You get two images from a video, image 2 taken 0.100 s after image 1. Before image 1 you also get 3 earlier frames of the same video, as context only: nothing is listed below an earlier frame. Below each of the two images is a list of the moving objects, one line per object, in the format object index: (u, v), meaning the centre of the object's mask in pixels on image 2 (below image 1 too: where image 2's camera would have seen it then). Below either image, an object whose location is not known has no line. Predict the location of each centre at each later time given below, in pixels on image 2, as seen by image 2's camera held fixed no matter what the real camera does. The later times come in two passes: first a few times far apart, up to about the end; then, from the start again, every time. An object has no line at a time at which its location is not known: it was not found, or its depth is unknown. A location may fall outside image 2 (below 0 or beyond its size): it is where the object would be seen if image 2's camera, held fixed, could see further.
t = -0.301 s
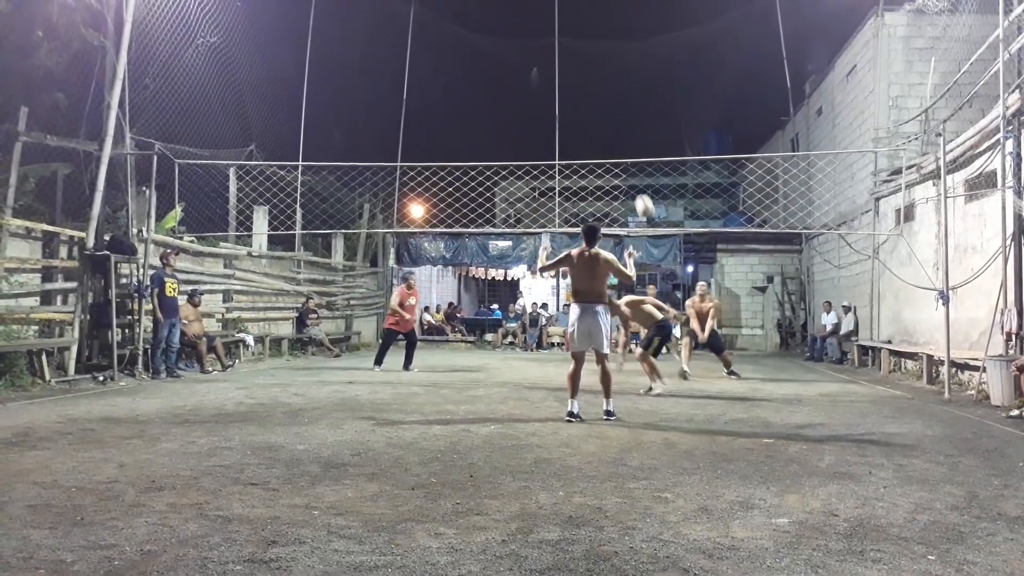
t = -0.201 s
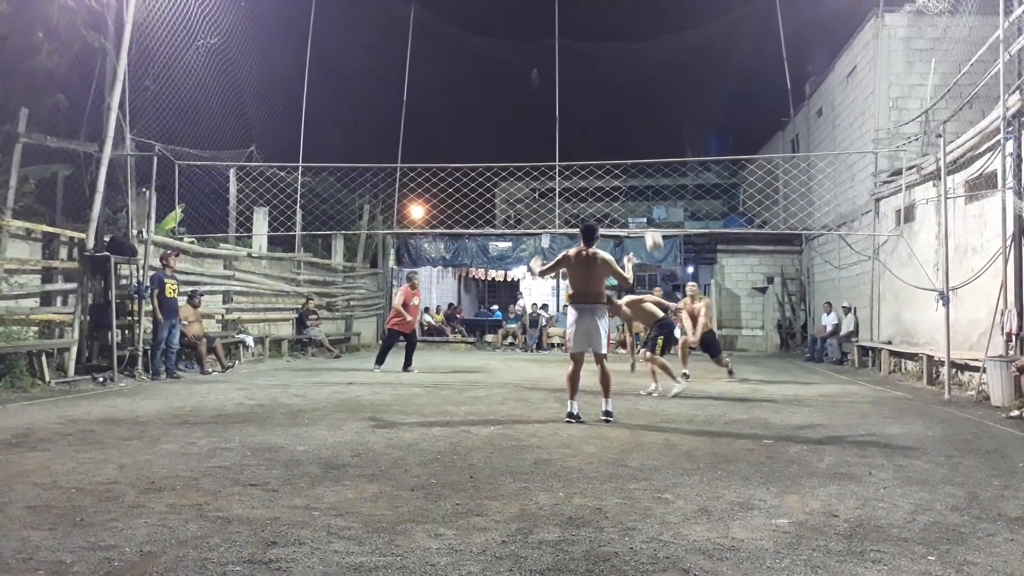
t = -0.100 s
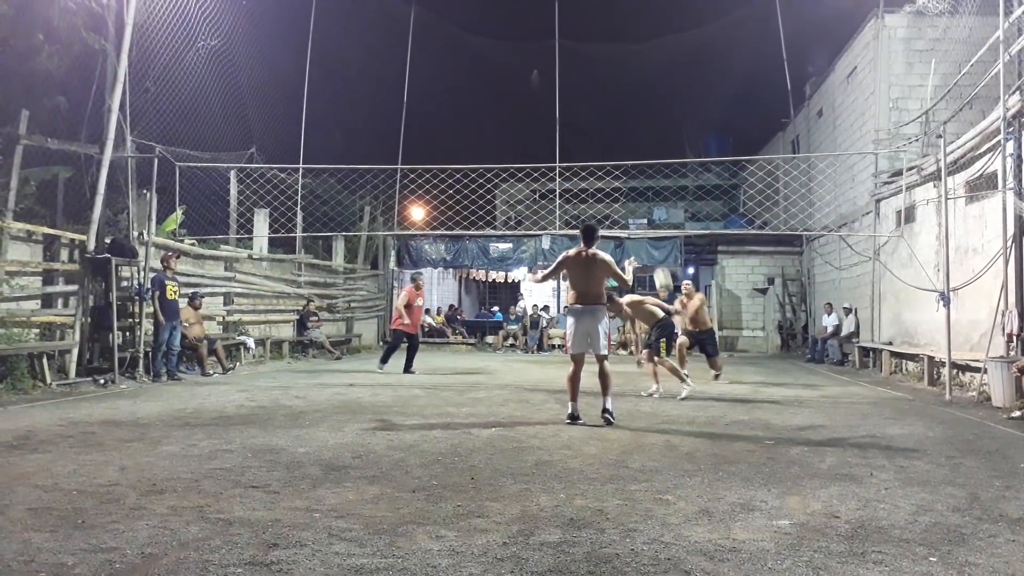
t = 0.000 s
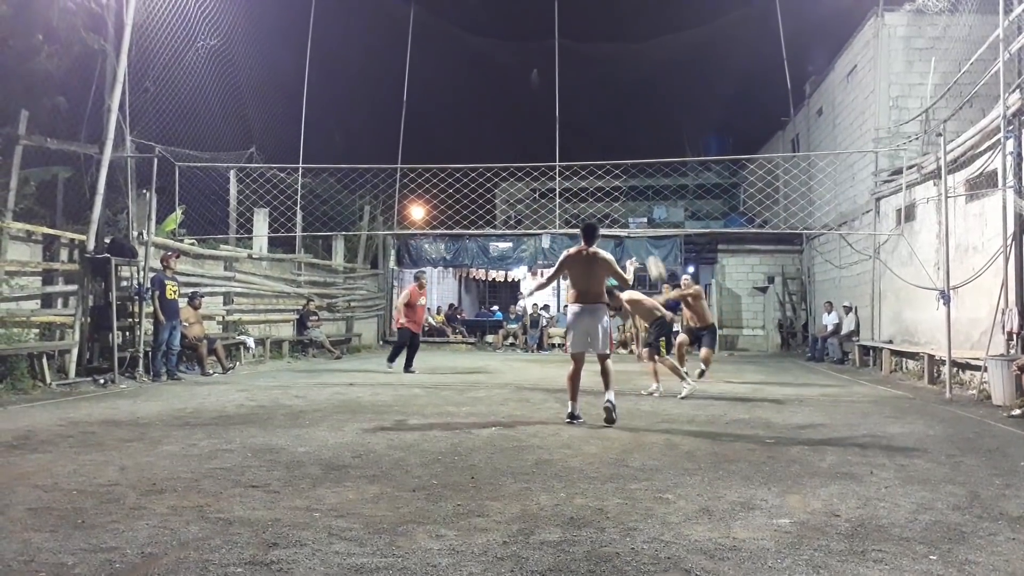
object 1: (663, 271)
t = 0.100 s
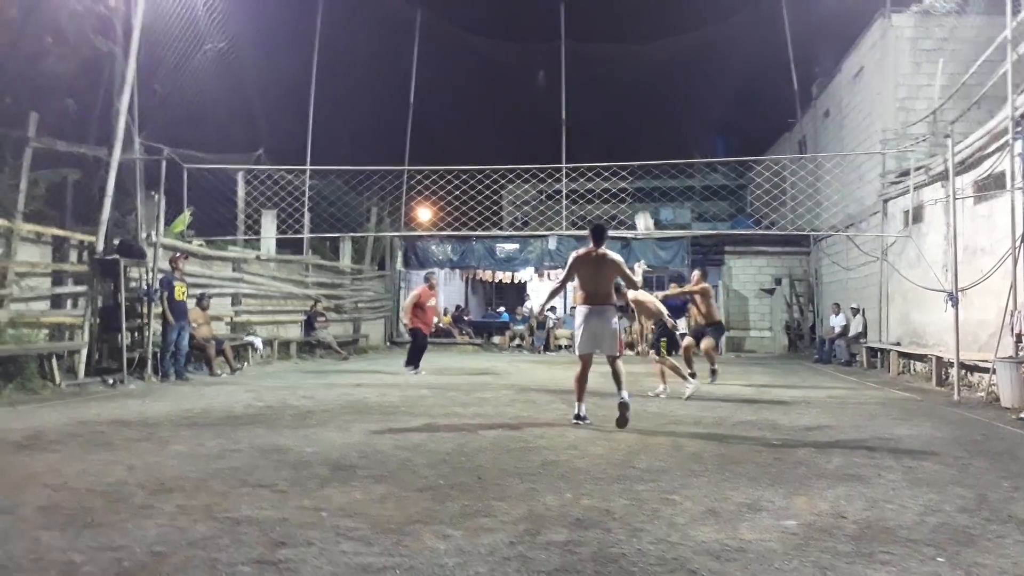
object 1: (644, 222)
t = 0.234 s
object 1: (622, 176)
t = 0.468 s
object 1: (584, 123)
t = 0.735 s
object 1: (544, 109)
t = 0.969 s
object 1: (511, 134)
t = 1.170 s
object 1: (484, 182)
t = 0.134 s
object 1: (640, 214)
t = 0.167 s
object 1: (633, 198)
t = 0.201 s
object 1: (627, 186)
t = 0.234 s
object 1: (622, 176)
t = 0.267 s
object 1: (616, 166)
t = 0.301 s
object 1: (611, 156)
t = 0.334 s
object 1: (606, 148)
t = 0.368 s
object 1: (600, 140)
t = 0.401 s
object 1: (594, 134)
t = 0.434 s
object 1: (590, 128)
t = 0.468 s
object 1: (584, 123)
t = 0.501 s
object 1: (579, 118)
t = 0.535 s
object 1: (574, 114)
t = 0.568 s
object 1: (569, 111)
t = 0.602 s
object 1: (564, 109)
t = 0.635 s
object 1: (558, 108)
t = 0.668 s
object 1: (553, 108)
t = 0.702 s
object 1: (548, 108)
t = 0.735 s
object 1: (544, 109)
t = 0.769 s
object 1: (539, 110)
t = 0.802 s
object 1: (534, 112)
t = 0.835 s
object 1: (529, 115)
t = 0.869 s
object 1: (525, 119)
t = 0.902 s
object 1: (520, 123)
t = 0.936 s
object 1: (515, 128)
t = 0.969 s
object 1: (511, 134)
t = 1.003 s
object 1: (506, 140)
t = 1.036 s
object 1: (502, 147)
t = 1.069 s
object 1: (497, 155)
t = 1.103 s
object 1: (493, 163)
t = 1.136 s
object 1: (488, 172)
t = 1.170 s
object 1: (484, 182)
